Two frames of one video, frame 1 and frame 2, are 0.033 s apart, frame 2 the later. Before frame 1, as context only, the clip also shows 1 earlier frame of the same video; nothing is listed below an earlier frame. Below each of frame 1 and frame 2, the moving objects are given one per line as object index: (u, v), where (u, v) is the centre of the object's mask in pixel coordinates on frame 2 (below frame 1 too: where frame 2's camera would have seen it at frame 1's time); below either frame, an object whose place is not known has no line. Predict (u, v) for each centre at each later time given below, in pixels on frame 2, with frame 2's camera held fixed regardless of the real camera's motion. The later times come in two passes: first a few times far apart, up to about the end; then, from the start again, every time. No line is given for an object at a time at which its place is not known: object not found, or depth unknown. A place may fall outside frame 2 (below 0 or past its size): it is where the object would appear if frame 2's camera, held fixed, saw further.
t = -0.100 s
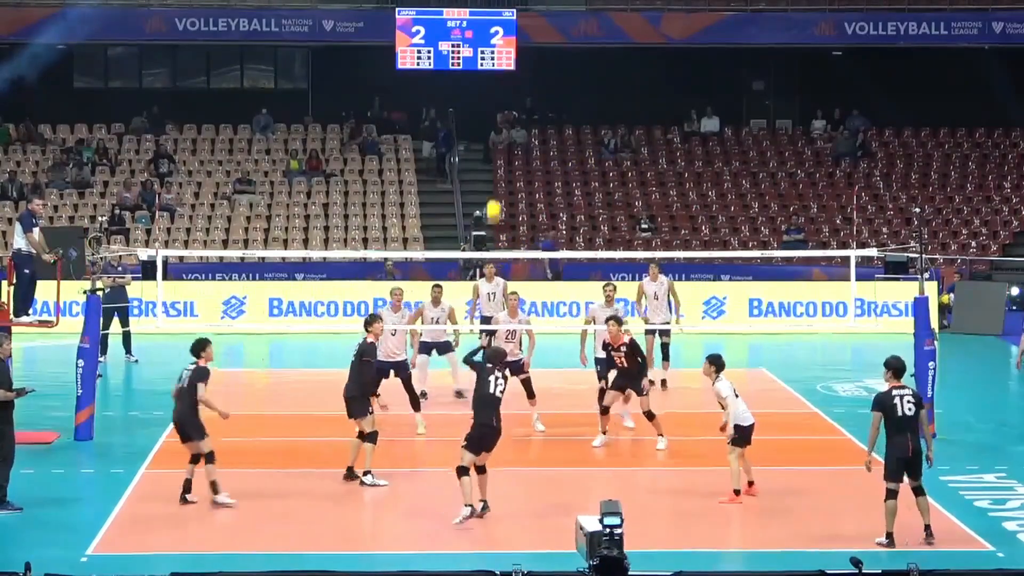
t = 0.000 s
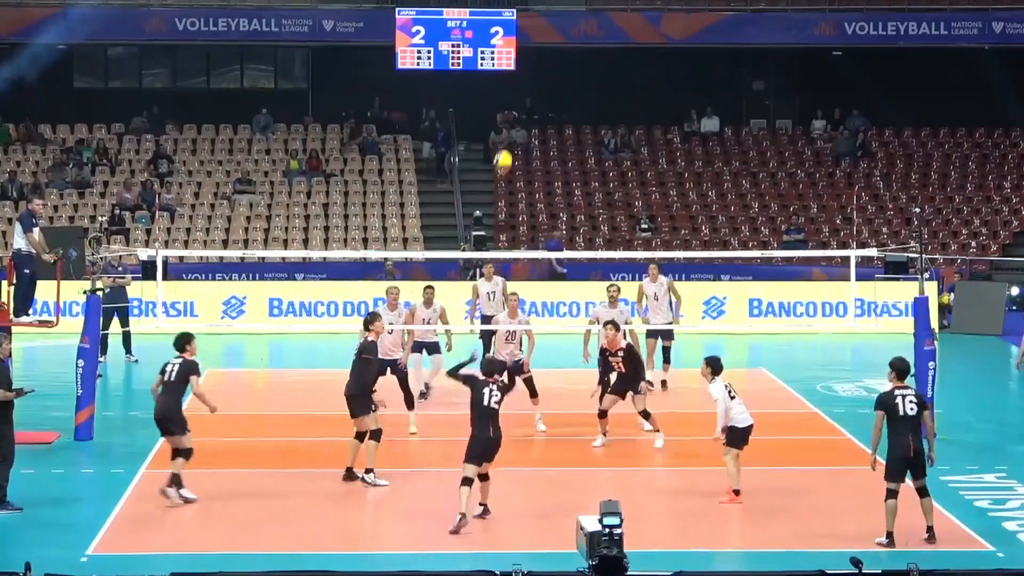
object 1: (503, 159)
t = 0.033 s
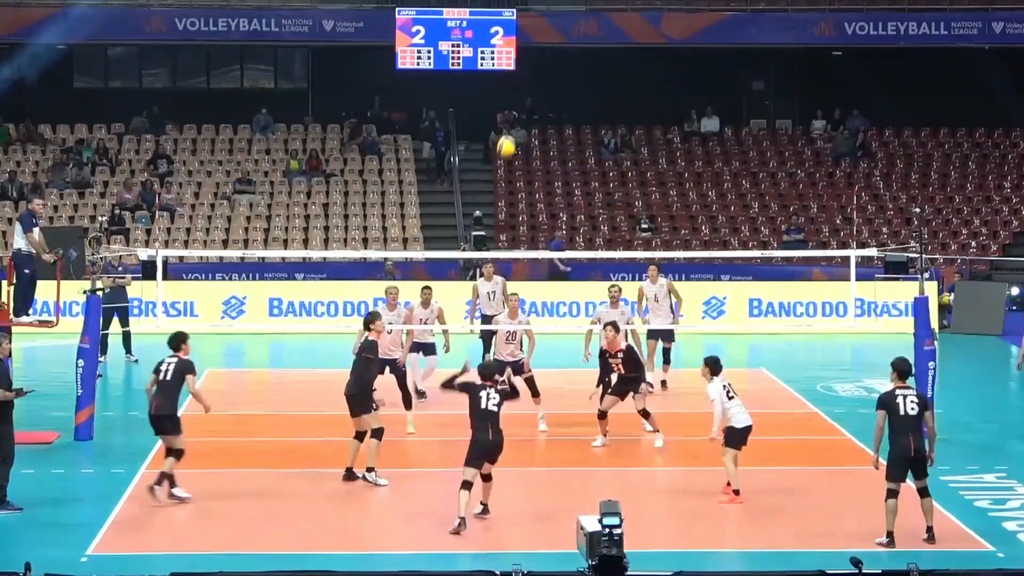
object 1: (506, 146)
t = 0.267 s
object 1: (530, 75)
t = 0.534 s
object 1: (553, 52)
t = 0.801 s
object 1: (575, 87)
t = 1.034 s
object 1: (593, 160)
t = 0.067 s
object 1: (510, 134)
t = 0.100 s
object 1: (513, 119)
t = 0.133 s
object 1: (516, 110)
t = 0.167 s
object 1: (520, 100)
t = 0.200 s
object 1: (523, 91)
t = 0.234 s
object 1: (526, 83)
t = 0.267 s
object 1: (530, 75)
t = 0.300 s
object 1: (532, 69)
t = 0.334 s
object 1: (535, 64)
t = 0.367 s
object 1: (538, 59)
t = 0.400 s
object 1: (542, 56)
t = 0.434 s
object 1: (544, 53)
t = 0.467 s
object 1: (547, 52)
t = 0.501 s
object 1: (550, 51)
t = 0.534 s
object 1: (553, 52)
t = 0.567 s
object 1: (556, 53)
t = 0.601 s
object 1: (559, 55)
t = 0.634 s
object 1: (561, 58)
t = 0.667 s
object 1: (564, 62)
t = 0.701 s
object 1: (567, 67)
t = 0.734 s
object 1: (570, 72)
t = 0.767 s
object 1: (572, 79)
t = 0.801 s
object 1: (575, 87)
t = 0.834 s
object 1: (578, 95)
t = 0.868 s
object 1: (580, 103)
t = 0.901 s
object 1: (583, 113)
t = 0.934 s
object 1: (585, 124)
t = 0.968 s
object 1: (588, 135)
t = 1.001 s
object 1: (590, 147)
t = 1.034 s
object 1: (593, 160)
